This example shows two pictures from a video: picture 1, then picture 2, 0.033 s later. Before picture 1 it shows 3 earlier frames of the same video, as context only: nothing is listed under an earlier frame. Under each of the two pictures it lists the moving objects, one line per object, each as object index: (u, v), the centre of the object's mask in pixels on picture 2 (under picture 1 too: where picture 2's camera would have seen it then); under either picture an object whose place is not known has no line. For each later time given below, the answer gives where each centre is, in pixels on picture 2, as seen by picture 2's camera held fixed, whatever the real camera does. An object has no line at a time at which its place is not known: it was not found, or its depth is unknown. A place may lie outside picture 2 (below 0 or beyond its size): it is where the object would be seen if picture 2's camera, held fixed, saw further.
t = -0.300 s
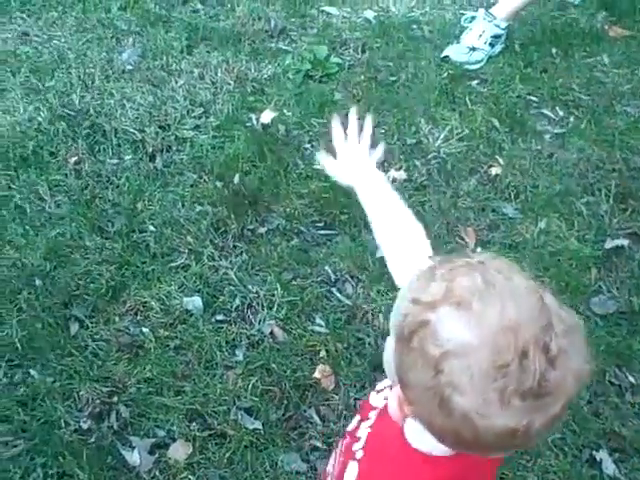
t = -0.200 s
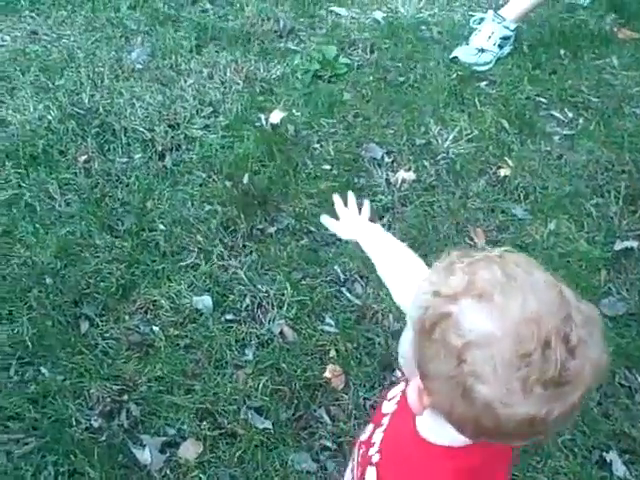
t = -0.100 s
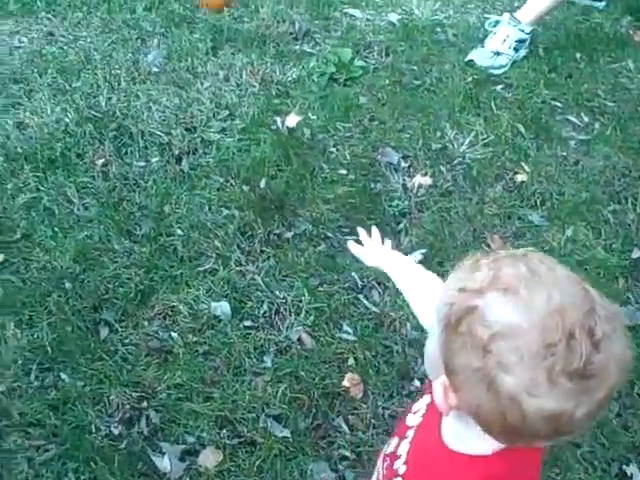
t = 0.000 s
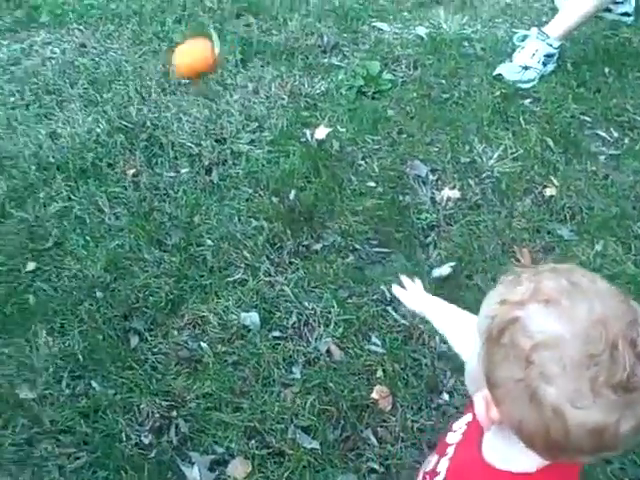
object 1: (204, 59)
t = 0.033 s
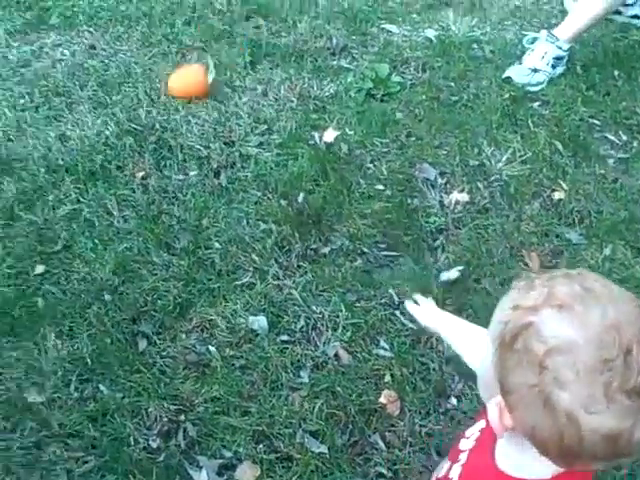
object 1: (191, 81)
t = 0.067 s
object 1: (183, 71)
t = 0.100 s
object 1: (178, 43)
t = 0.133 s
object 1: (174, 15)
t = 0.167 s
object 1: (171, -9)
